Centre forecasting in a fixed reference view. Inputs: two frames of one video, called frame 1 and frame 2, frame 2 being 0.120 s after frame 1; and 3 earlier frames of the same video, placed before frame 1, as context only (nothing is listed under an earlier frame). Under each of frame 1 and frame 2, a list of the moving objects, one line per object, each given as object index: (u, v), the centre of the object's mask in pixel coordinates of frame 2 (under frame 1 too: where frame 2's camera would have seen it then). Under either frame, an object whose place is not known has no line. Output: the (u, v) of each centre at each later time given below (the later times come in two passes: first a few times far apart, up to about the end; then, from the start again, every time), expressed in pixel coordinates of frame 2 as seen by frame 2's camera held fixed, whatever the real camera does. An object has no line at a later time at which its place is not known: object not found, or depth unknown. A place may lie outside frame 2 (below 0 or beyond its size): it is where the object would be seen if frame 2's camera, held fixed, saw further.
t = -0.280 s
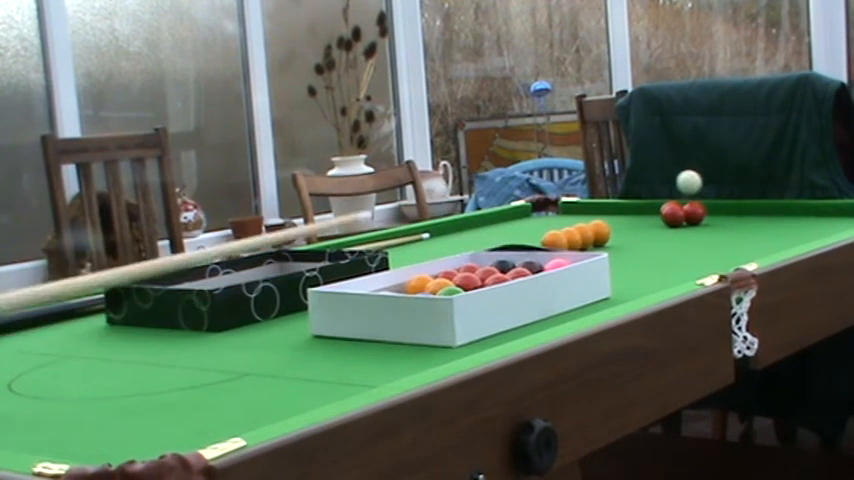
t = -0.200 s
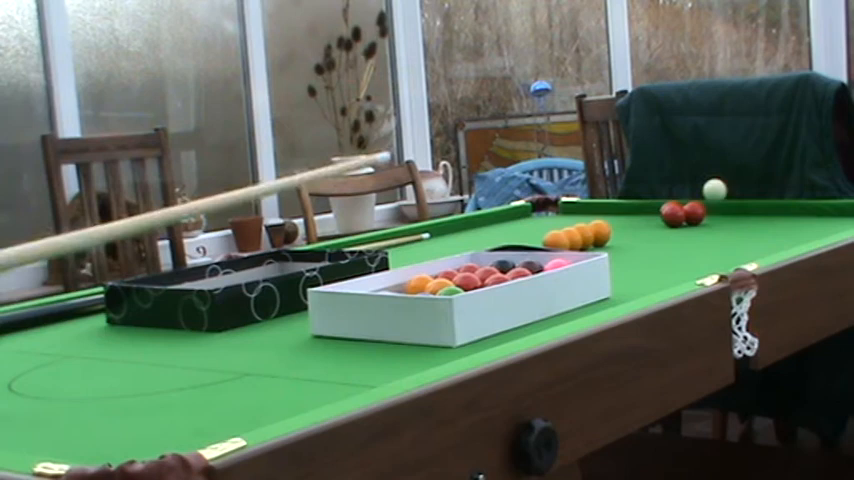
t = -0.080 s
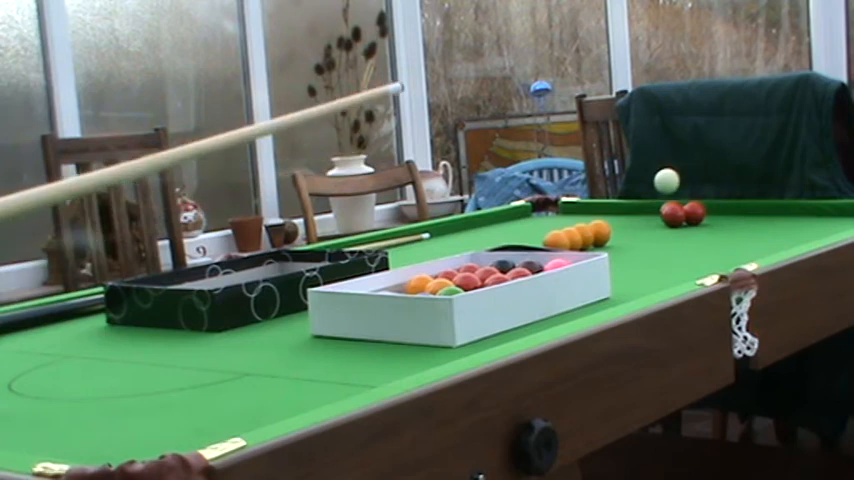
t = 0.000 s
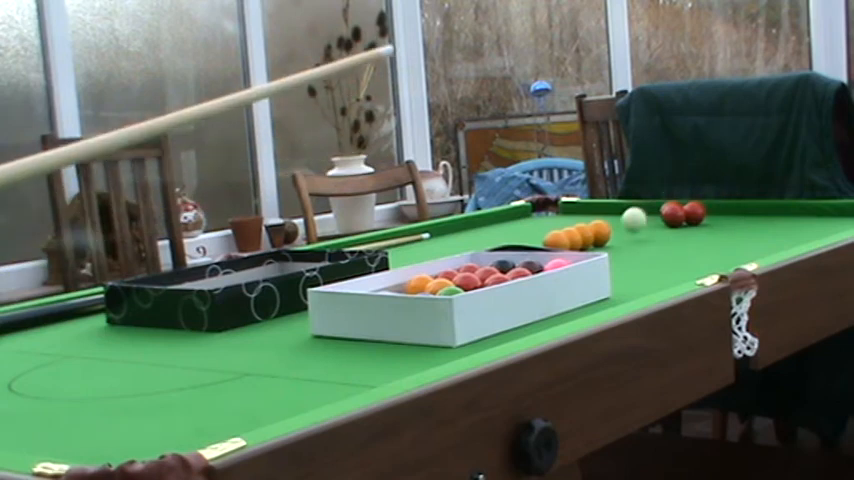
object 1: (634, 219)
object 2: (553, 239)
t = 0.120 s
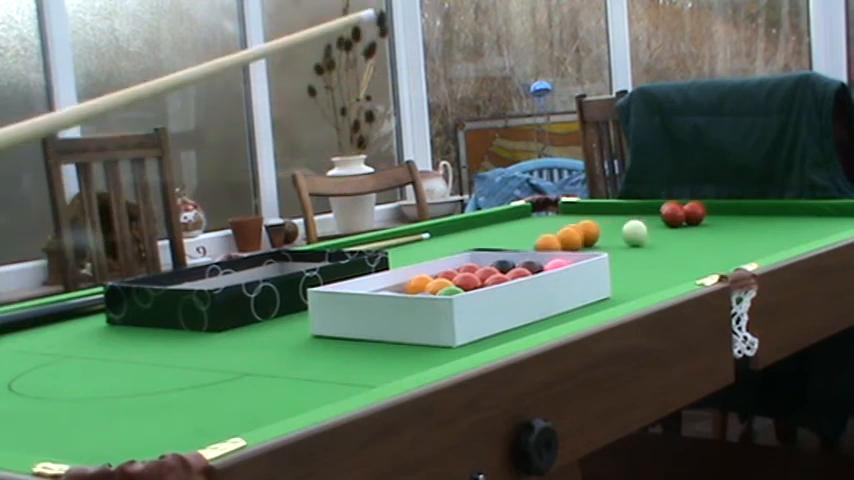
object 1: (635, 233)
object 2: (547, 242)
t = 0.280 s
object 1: (659, 236)
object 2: (545, 245)
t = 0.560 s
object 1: (703, 240)
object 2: (569, 246)
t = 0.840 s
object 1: (748, 244)
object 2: (591, 247)
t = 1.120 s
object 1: (790, 241)
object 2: (614, 255)
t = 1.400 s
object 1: (768, 245)
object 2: (623, 258)
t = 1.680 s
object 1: (761, 246)
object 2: (632, 258)
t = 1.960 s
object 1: (762, 246)
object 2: (634, 258)
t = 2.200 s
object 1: (762, 246)
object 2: (634, 258)
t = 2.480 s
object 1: (762, 246)
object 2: (634, 258)
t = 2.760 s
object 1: (762, 246)
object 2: (634, 258)
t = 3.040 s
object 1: (762, 246)
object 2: (634, 258)
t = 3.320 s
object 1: (762, 246)
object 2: (634, 258)
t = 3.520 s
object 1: (763, 246)
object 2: (635, 258)
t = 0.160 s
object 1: (641, 234)
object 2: (545, 243)
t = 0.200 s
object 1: (646, 234)
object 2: (544, 244)
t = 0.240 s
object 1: (653, 235)
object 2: (544, 245)
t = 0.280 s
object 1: (659, 236)
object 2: (545, 245)
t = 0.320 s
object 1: (665, 236)
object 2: (547, 245)
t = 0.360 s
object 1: (671, 237)
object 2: (550, 246)
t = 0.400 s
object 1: (678, 238)
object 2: (554, 245)
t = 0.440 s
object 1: (683, 238)
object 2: (558, 246)
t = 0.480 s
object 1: (690, 239)
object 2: (562, 246)
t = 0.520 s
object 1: (696, 239)
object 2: (565, 246)
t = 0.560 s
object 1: (703, 240)
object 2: (569, 246)
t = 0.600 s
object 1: (709, 240)
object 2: (571, 246)
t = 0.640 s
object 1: (715, 241)
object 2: (575, 246)
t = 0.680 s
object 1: (722, 242)
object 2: (578, 247)
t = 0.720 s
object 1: (728, 242)
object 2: (581, 247)
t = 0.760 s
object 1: (735, 243)
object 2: (584, 247)
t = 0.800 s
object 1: (741, 243)
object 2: (587, 247)
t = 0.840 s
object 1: (748, 244)
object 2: (591, 247)
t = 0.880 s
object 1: (754, 244)
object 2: (593, 247)
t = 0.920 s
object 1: (760, 244)
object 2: (600, 249)
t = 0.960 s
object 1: (767, 243)
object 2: (604, 250)
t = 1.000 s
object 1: (773, 243)
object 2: (607, 252)
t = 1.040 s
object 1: (779, 242)
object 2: (609, 253)
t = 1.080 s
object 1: (785, 241)
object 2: (612, 254)
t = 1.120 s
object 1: (790, 241)
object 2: (614, 255)
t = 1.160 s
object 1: (785, 242)
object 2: (615, 256)
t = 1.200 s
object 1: (782, 242)
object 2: (617, 256)
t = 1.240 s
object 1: (778, 243)
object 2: (618, 257)
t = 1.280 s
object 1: (775, 243)
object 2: (620, 257)
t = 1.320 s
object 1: (772, 244)
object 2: (621, 258)
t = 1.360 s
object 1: (770, 244)
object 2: (622, 258)
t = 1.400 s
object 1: (768, 245)
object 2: (623, 258)
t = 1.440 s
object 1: (766, 245)
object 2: (625, 258)
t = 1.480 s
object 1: (764, 245)
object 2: (626, 258)
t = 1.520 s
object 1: (763, 246)
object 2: (628, 258)
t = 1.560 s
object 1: (762, 246)
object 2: (629, 258)
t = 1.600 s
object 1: (761, 246)
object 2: (630, 258)
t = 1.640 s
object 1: (761, 246)
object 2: (631, 258)
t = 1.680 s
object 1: (761, 246)
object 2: (632, 258)
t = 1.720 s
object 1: (761, 246)
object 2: (633, 258)
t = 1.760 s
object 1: (761, 246)
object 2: (634, 258)
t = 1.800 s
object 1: (761, 246)
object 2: (634, 259)
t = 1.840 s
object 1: (761, 246)
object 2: (634, 259)
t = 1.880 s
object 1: (762, 246)
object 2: (634, 258)
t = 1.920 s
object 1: (762, 246)
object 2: (634, 258)
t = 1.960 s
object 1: (762, 246)
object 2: (634, 258)
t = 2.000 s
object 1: (762, 246)
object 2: (634, 258)
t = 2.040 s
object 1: (762, 246)
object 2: (634, 258)
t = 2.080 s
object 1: (762, 246)
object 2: (634, 258)
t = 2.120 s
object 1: (762, 246)
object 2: (634, 258)
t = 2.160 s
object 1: (762, 246)
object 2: (634, 258)
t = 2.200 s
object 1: (762, 246)
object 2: (634, 258)
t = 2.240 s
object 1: (762, 246)
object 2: (634, 258)
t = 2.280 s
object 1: (762, 246)
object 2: (634, 258)
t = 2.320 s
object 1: (762, 246)
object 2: (634, 259)
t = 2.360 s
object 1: (762, 246)
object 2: (634, 258)
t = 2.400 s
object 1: (762, 246)
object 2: (634, 258)
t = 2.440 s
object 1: (762, 246)
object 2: (634, 258)
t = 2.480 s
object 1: (762, 246)
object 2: (634, 258)
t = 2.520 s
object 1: (762, 246)
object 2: (634, 258)
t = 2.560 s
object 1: (762, 246)
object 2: (634, 258)
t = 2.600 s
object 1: (762, 246)
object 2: (634, 258)
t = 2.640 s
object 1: (762, 246)
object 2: (634, 258)
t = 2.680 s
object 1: (762, 246)
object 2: (634, 258)
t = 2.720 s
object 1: (762, 246)
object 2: (634, 258)
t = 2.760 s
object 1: (762, 246)
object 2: (634, 258)
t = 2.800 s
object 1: (762, 246)
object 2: (634, 258)
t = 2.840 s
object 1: (762, 246)
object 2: (634, 258)
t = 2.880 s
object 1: (762, 246)
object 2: (634, 258)
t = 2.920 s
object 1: (762, 246)
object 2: (634, 258)
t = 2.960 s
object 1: (762, 246)
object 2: (634, 258)
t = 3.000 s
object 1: (762, 246)
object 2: (634, 258)
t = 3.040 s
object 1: (762, 246)
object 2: (634, 258)
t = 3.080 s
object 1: (762, 246)
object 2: (634, 258)
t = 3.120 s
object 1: (762, 246)
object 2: (634, 258)
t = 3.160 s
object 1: (762, 246)
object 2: (634, 258)
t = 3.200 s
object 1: (762, 246)
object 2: (634, 259)
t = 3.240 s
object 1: (762, 246)
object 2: (634, 258)
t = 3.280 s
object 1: (762, 246)
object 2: (634, 258)
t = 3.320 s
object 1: (762, 246)
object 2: (634, 258)
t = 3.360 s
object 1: (762, 246)
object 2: (634, 258)
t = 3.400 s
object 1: (762, 246)
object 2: (634, 259)
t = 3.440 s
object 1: (762, 246)
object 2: (634, 258)
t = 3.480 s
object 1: (762, 246)
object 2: (634, 259)
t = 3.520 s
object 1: (763, 246)
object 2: (635, 258)
